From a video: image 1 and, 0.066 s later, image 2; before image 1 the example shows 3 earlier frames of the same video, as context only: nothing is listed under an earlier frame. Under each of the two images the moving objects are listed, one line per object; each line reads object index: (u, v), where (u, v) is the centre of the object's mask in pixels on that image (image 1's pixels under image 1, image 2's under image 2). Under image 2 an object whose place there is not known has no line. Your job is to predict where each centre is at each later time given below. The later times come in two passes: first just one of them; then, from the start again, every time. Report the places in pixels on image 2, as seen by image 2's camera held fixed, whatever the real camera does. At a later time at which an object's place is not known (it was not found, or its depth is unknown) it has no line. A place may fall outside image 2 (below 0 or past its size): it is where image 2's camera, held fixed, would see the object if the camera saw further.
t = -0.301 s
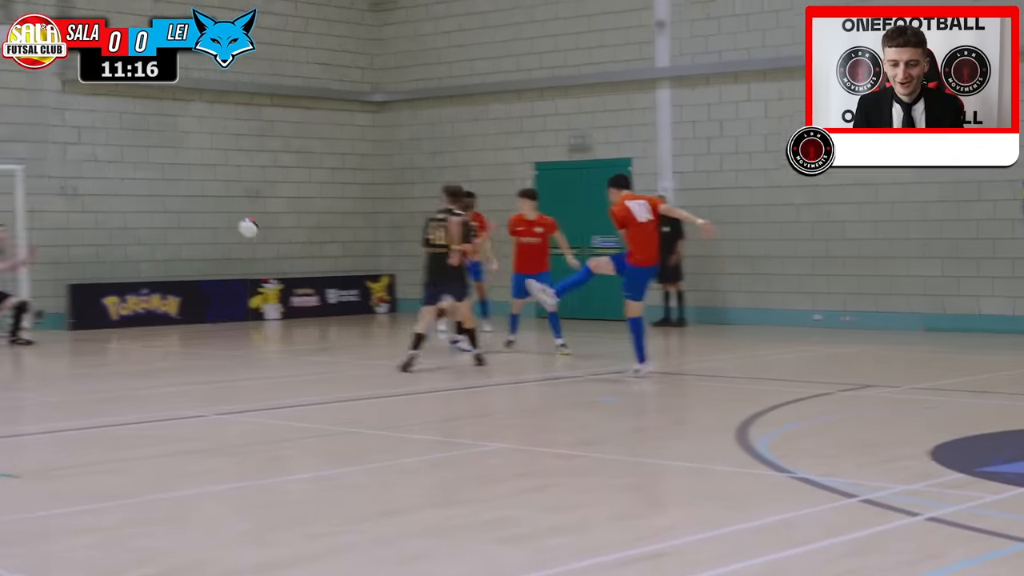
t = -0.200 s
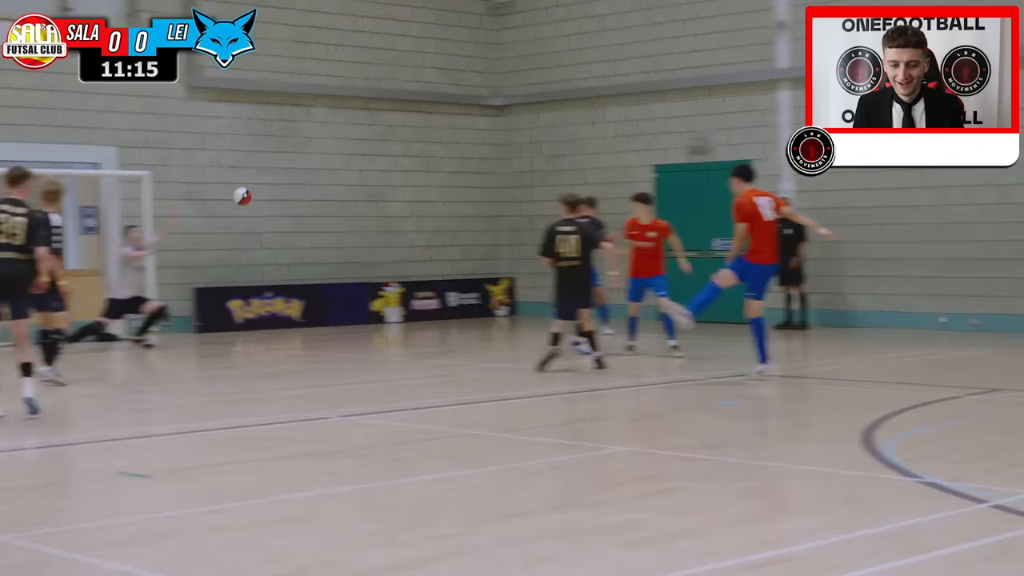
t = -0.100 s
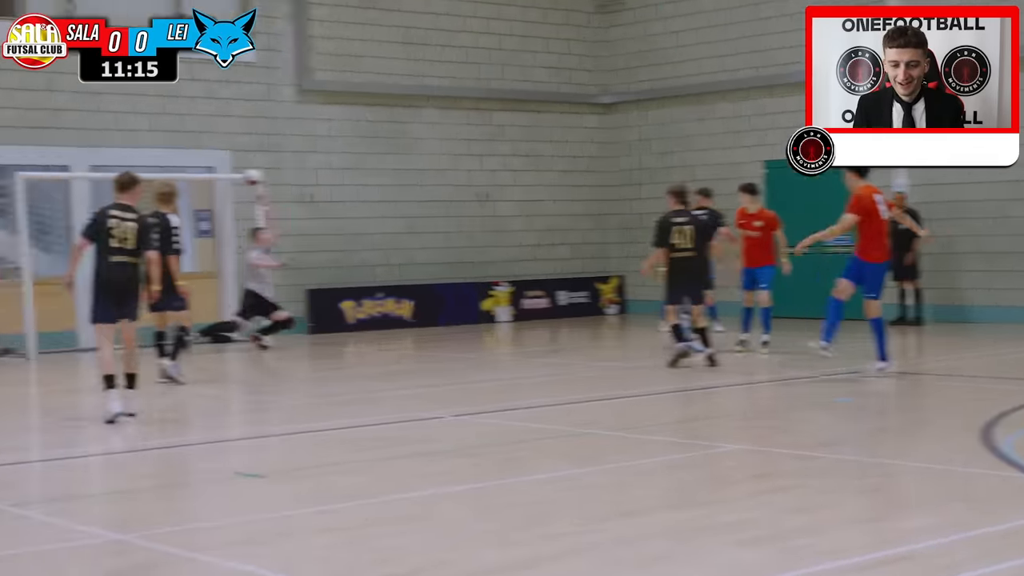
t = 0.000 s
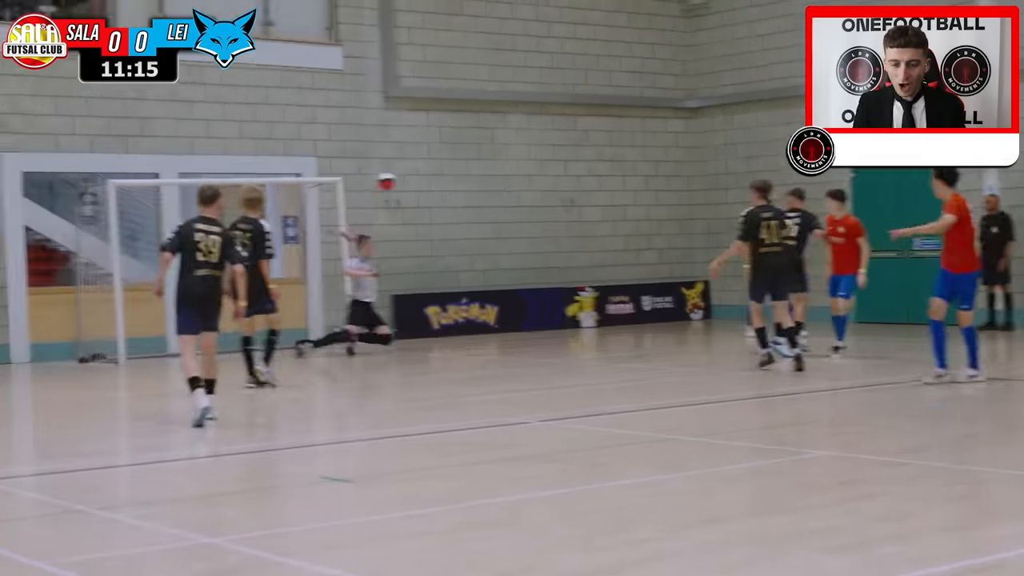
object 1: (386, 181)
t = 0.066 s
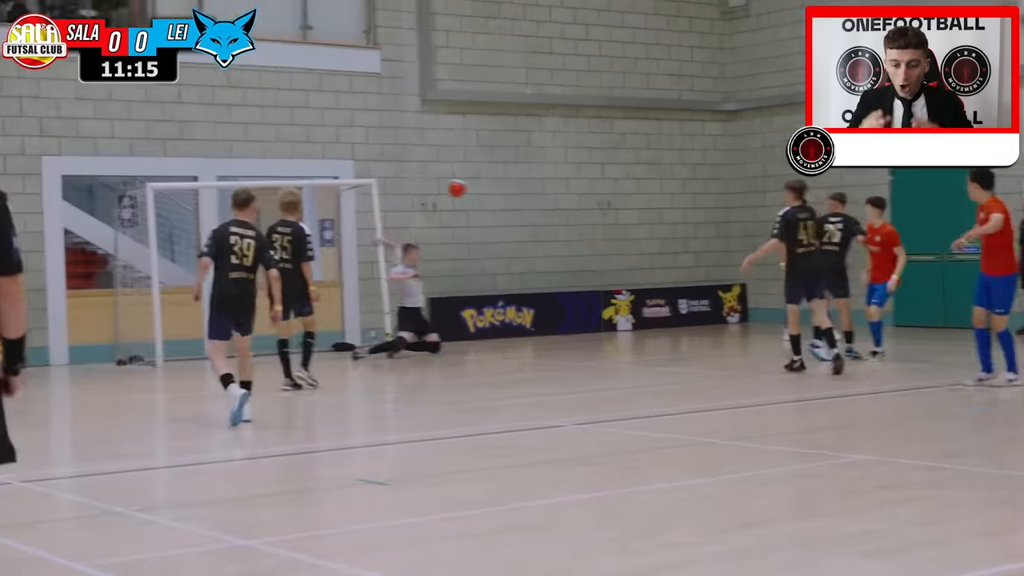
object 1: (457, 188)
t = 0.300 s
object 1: (592, 235)
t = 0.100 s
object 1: (474, 192)
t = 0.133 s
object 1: (493, 196)
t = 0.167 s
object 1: (511, 202)
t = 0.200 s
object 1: (531, 208)
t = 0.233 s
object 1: (551, 216)
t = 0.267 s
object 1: (572, 225)
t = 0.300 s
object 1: (592, 235)
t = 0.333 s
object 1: (614, 248)
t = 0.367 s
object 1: (635, 261)
